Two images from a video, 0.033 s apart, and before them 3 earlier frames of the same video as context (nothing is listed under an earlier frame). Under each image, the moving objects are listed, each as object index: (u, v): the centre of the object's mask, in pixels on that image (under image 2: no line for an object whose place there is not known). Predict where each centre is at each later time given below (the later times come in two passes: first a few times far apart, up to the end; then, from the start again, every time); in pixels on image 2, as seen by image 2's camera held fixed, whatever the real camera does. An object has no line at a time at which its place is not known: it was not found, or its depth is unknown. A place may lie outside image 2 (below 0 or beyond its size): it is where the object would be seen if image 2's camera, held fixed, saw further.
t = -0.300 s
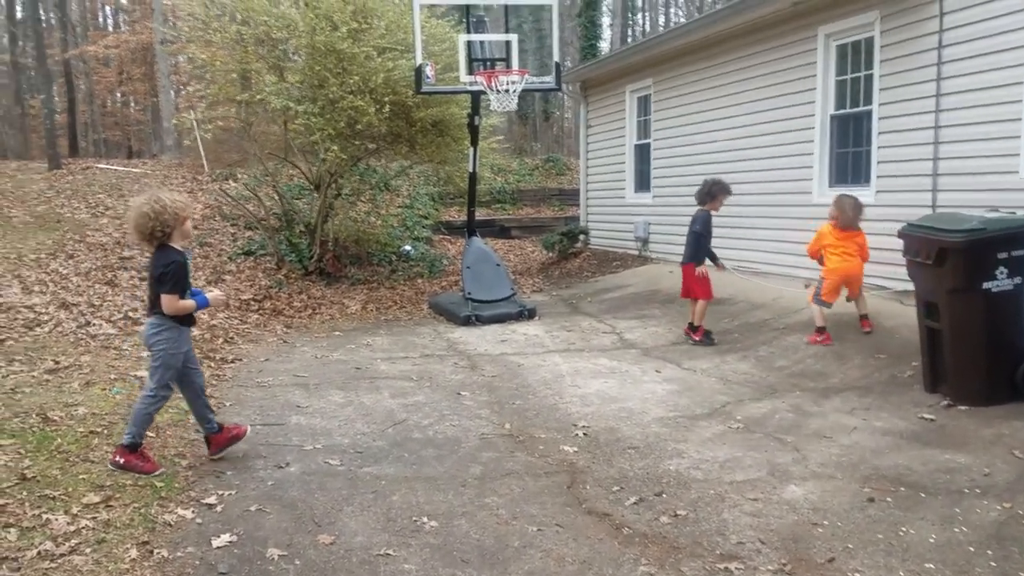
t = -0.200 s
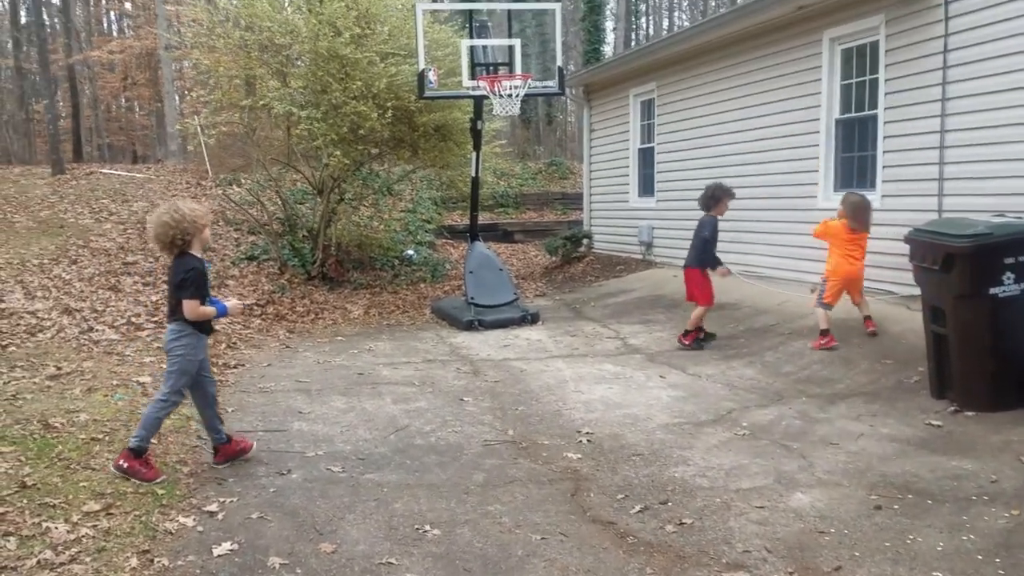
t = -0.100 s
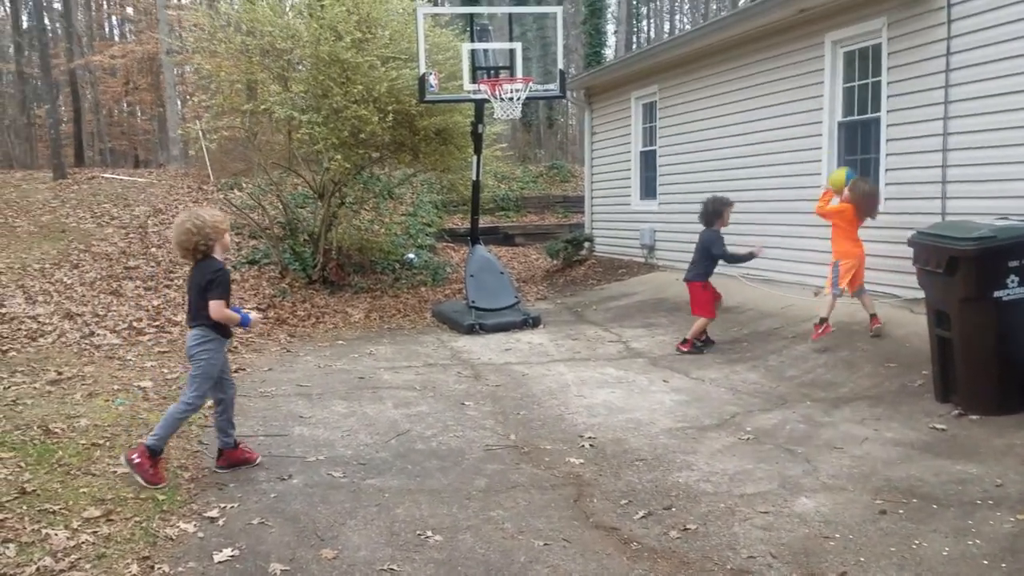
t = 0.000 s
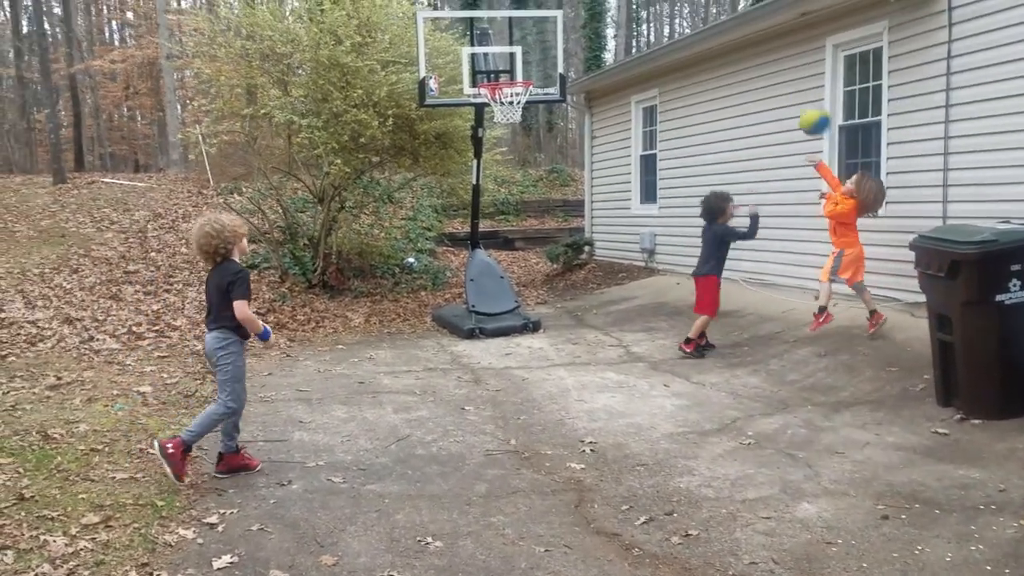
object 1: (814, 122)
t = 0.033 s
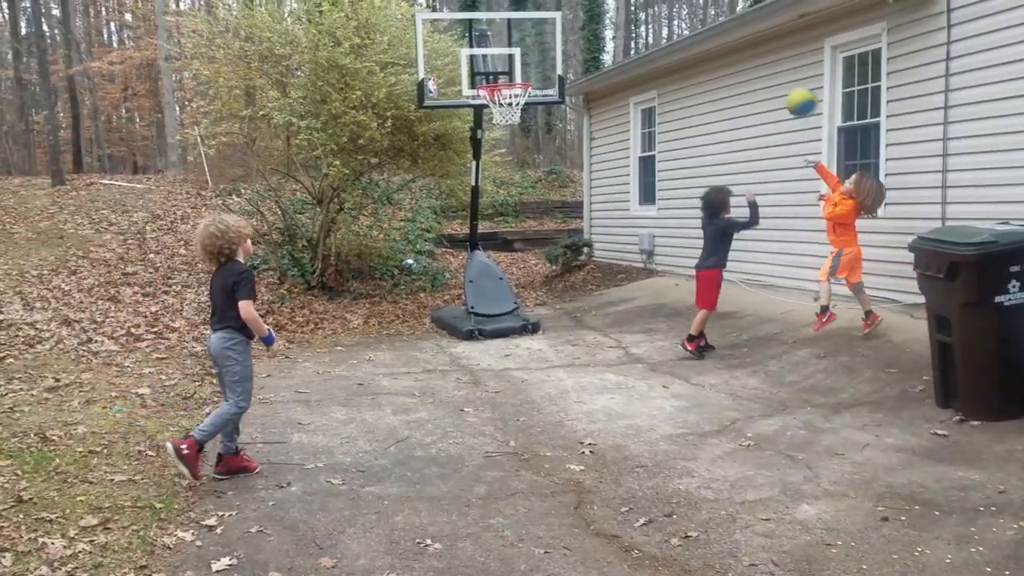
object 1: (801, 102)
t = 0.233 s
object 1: (730, 8)
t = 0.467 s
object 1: (648, -28)
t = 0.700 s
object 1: (574, -5)
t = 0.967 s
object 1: (498, 97)
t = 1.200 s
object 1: (485, 148)
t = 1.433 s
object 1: (482, 243)
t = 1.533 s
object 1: (480, 304)
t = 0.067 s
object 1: (789, 83)
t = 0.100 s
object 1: (776, 64)
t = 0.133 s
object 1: (764, 48)
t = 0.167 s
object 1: (753, 33)
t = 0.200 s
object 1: (742, 20)
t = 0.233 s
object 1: (730, 8)
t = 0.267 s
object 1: (719, -2)
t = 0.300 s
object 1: (706, -9)
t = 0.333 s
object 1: (693, -14)
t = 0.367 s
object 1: (681, -18)
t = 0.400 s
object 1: (670, -22)
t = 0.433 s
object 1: (659, -25)
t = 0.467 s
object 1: (648, -28)
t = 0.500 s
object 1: (637, -29)
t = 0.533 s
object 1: (626, -30)
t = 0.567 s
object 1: (616, -29)
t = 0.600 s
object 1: (605, -25)
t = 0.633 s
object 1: (594, -19)
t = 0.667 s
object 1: (584, -13)
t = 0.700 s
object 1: (574, -5)
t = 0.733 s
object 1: (565, 2)
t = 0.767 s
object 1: (555, 12)
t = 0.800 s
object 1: (544, 24)
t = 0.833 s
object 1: (535, 36)
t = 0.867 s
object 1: (526, 50)
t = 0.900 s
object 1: (517, 64)
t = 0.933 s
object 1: (507, 79)
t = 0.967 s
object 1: (498, 97)
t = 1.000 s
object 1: (492, 112)
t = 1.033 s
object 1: (488, 116)
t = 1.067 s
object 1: (488, 119)
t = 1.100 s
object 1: (487, 124)
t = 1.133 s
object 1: (486, 131)
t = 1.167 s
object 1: (486, 138)
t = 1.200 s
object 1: (485, 148)
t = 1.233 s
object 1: (485, 157)
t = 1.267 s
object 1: (484, 167)
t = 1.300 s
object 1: (484, 181)
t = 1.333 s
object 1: (483, 195)
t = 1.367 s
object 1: (483, 210)
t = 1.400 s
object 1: (483, 227)
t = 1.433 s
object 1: (482, 243)
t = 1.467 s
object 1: (482, 262)
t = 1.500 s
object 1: (482, 282)
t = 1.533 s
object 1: (480, 304)
